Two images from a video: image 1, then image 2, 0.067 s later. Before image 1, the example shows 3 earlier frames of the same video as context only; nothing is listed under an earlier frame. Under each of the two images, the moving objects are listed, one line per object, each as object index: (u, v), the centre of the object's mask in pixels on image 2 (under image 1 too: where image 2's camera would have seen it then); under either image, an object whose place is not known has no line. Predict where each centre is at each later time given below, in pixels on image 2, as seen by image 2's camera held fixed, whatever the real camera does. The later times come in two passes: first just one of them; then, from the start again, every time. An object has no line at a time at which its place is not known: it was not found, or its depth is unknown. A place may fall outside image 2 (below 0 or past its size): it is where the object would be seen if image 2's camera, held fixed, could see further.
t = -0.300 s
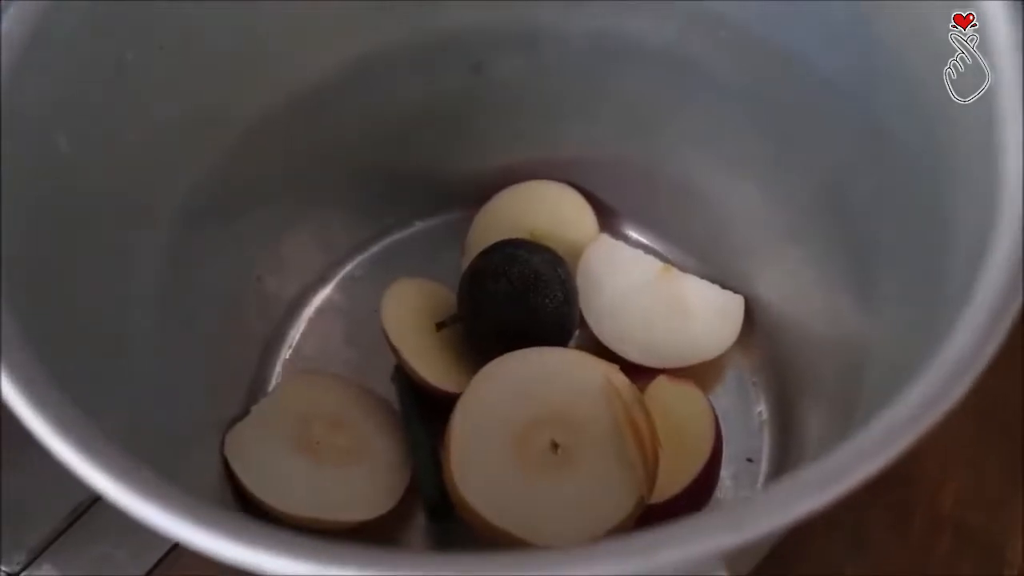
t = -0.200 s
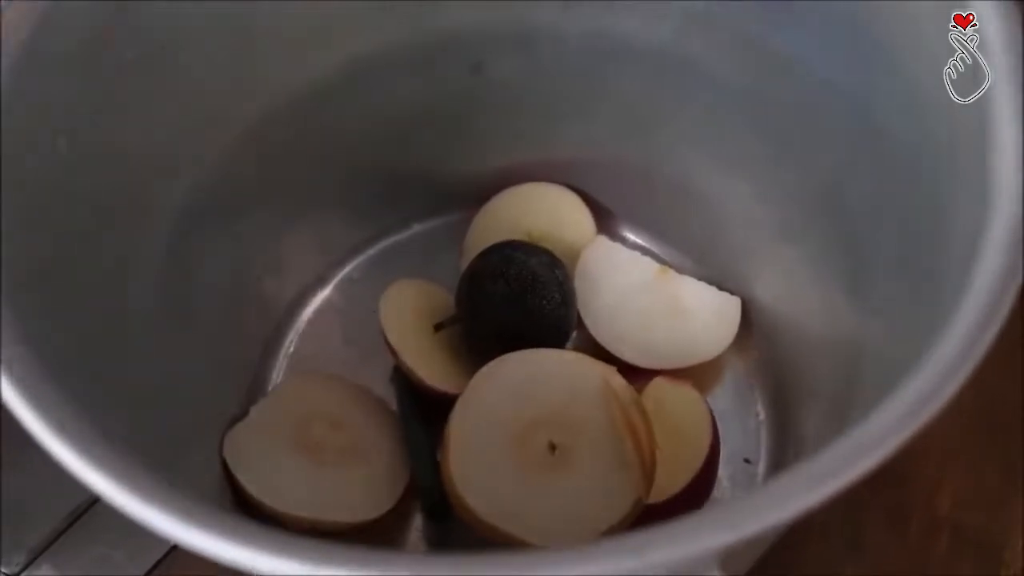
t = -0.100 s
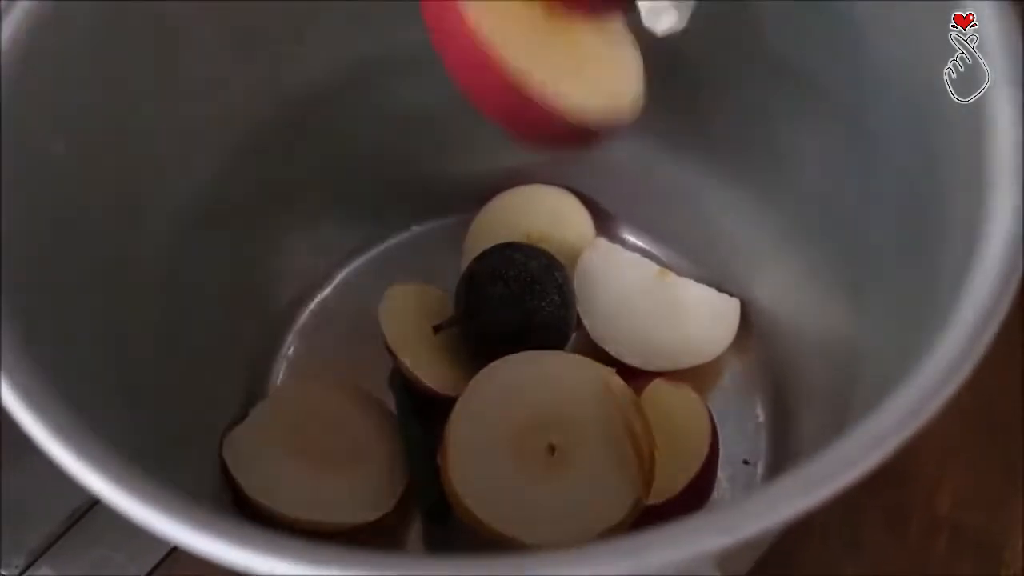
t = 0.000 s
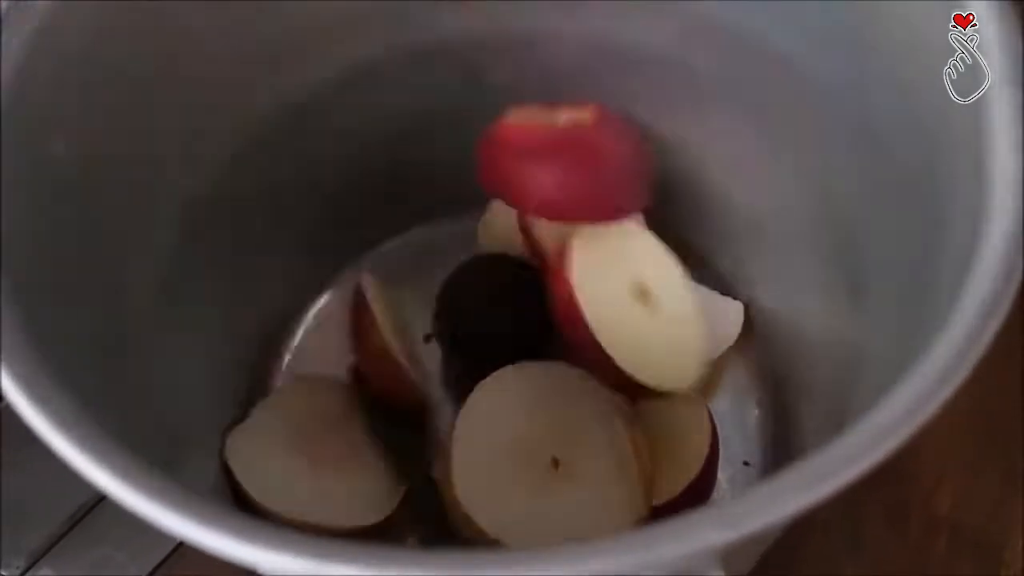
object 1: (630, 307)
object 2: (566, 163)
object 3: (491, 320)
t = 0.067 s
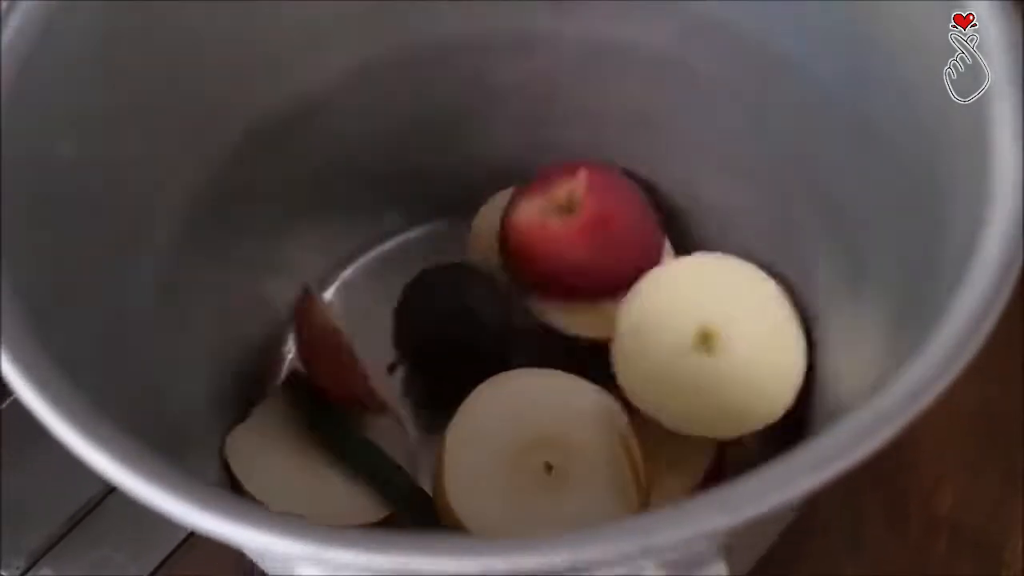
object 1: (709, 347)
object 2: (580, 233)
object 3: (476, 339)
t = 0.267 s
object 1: (702, 377)
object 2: (542, 321)
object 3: (399, 305)
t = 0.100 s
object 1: (703, 361)
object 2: (575, 260)
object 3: (437, 340)
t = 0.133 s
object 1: (710, 372)
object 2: (564, 285)
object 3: (432, 342)
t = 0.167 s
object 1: (702, 377)
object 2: (552, 306)
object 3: (411, 343)
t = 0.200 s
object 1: (704, 380)
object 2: (545, 317)
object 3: (401, 330)
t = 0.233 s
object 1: (703, 380)
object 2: (544, 320)
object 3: (401, 324)
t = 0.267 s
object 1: (702, 377)
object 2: (542, 321)
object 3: (399, 305)
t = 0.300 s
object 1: (702, 377)
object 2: (542, 320)
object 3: (398, 297)
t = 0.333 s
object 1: (702, 377)
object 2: (542, 320)
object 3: (397, 290)
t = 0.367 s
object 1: (701, 376)
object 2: (541, 320)
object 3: (393, 281)
